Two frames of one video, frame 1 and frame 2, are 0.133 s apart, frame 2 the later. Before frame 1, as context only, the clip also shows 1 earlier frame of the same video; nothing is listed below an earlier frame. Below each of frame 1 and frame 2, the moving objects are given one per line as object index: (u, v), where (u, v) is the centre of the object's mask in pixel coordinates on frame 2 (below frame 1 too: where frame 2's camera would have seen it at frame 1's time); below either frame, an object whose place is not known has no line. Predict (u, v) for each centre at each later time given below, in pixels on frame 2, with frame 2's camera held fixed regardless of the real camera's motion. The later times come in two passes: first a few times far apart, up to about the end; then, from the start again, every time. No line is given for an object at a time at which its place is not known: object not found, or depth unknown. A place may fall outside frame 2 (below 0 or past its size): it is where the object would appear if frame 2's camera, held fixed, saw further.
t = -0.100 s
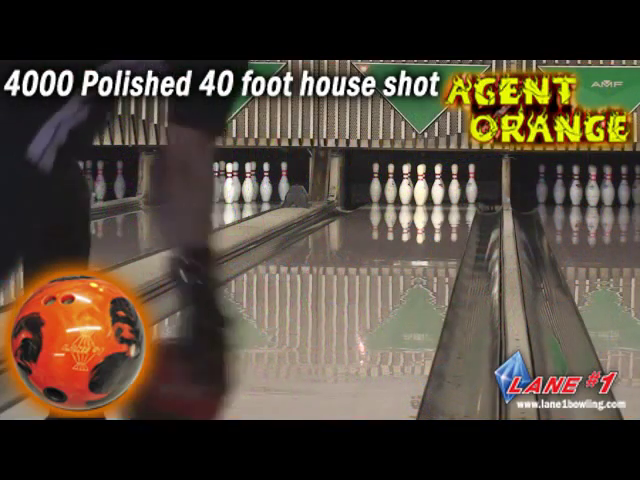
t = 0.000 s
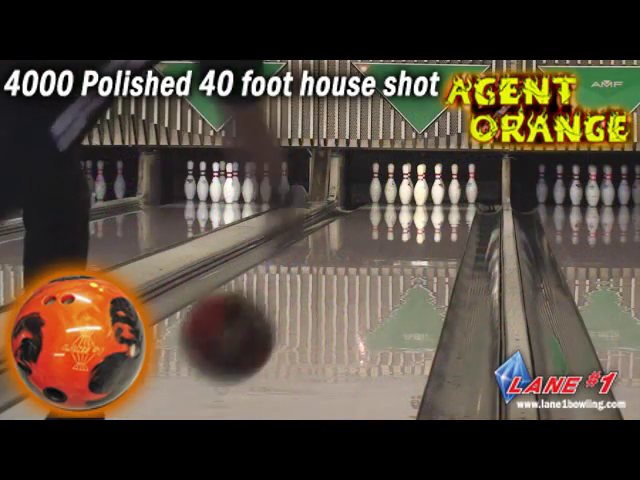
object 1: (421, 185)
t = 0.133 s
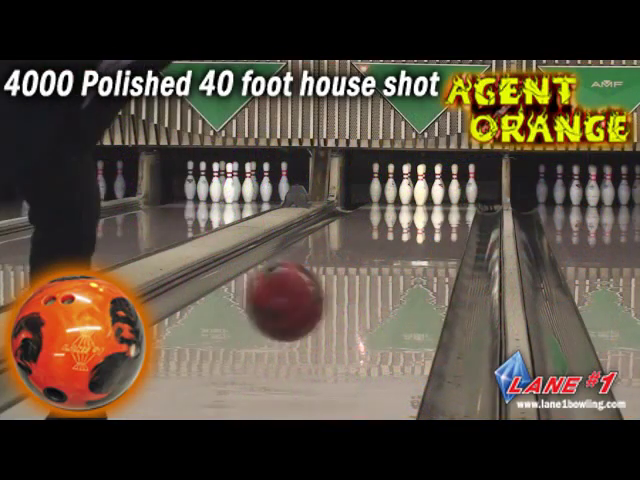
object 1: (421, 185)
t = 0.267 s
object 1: (421, 185)
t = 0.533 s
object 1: (421, 185)
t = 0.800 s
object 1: (421, 185)
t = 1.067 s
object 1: (421, 185)
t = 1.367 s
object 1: (421, 185)
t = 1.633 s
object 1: (421, 185)
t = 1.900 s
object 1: (421, 185)
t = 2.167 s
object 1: (421, 184)
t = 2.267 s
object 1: (422, 173)
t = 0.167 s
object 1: (421, 185)
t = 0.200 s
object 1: (421, 185)
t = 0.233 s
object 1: (421, 185)
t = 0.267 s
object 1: (421, 185)
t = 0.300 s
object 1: (421, 185)
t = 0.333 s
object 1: (421, 185)
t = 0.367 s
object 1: (421, 185)
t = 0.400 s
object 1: (421, 185)
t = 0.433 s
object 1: (421, 185)
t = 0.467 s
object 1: (421, 185)
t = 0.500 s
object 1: (421, 185)
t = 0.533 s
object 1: (421, 185)
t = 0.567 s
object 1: (421, 185)
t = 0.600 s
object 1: (421, 185)
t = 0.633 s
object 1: (421, 185)
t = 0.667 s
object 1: (421, 185)
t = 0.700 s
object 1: (421, 185)
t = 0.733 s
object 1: (421, 185)
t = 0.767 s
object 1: (421, 185)
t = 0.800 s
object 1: (421, 185)
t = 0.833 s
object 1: (421, 185)
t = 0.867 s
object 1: (421, 185)
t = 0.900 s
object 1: (421, 185)
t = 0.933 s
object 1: (421, 185)
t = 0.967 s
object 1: (421, 185)
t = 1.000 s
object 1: (421, 185)
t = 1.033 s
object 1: (421, 185)
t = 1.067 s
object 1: (421, 185)
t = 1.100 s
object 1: (421, 185)
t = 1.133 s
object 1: (421, 185)
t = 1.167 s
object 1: (421, 185)
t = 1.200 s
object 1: (421, 185)
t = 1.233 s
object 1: (421, 185)
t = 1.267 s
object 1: (421, 185)
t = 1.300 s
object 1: (421, 185)
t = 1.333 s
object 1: (421, 185)
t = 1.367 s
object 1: (421, 185)
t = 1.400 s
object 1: (421, 185)
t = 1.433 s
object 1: (421, 185)
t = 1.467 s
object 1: (421, 185)
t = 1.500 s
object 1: (421, 185)
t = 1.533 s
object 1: (421, 185)
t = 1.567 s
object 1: (421, 185)
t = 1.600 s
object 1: (421, 185)
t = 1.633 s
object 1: (421, 185)
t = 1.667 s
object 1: (421, 185)
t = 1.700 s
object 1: (421, 185)
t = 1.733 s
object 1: (421, 185)
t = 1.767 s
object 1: (421, 185)
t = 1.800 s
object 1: (421, 185)
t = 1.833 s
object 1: (421, 185)
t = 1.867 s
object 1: (421, 185)
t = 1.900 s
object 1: (421, 185)
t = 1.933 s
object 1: (421, 185)
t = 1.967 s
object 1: (421, 185)
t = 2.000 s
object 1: (421, 185)
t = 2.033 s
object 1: (421, 185)
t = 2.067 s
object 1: (421, 185)
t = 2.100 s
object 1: (421, 185)
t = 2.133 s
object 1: (421, 185)
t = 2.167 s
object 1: (421, 184)
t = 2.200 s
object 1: (420, 183)
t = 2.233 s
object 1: (420, 183)
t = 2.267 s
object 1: (422, 173)
